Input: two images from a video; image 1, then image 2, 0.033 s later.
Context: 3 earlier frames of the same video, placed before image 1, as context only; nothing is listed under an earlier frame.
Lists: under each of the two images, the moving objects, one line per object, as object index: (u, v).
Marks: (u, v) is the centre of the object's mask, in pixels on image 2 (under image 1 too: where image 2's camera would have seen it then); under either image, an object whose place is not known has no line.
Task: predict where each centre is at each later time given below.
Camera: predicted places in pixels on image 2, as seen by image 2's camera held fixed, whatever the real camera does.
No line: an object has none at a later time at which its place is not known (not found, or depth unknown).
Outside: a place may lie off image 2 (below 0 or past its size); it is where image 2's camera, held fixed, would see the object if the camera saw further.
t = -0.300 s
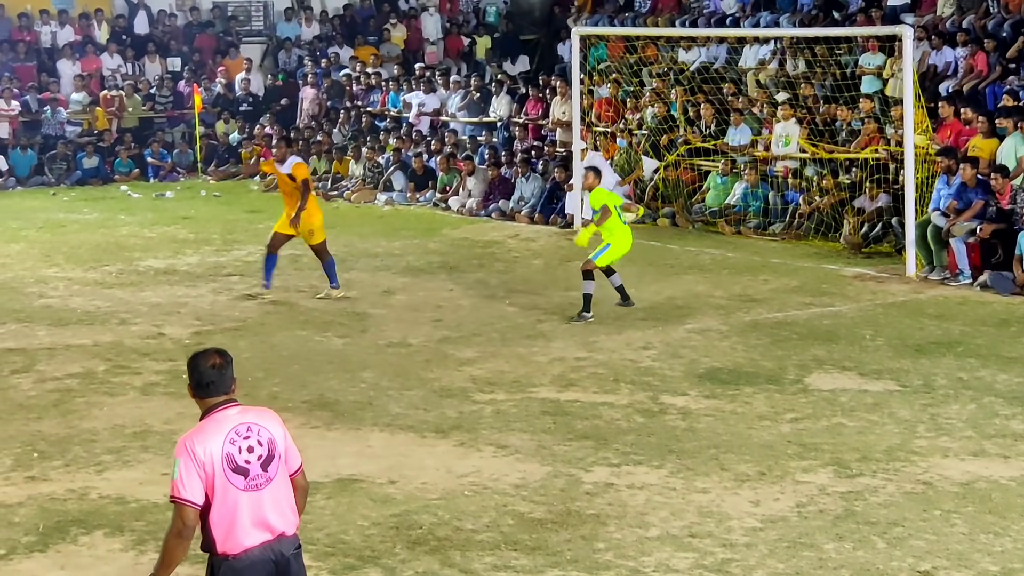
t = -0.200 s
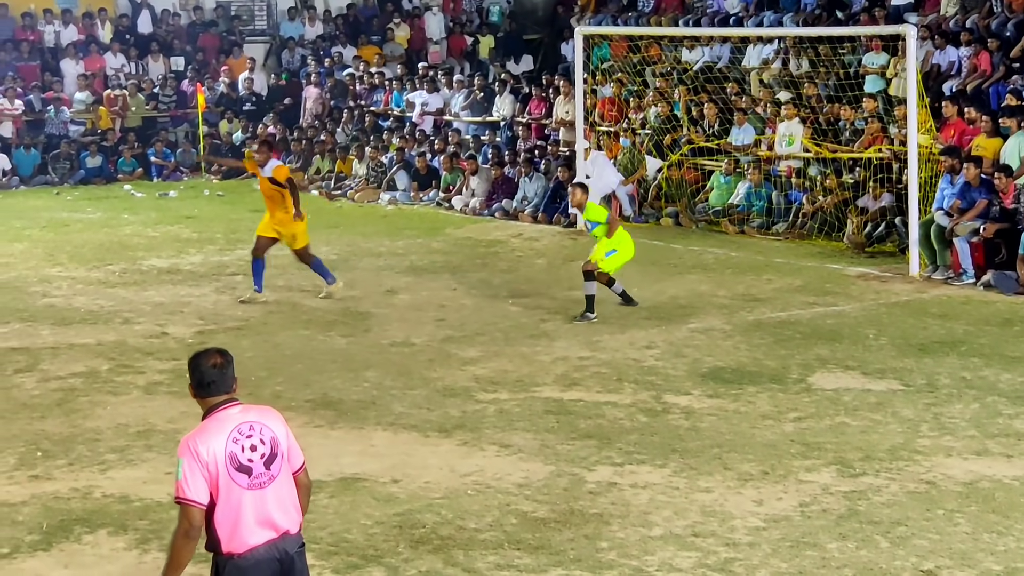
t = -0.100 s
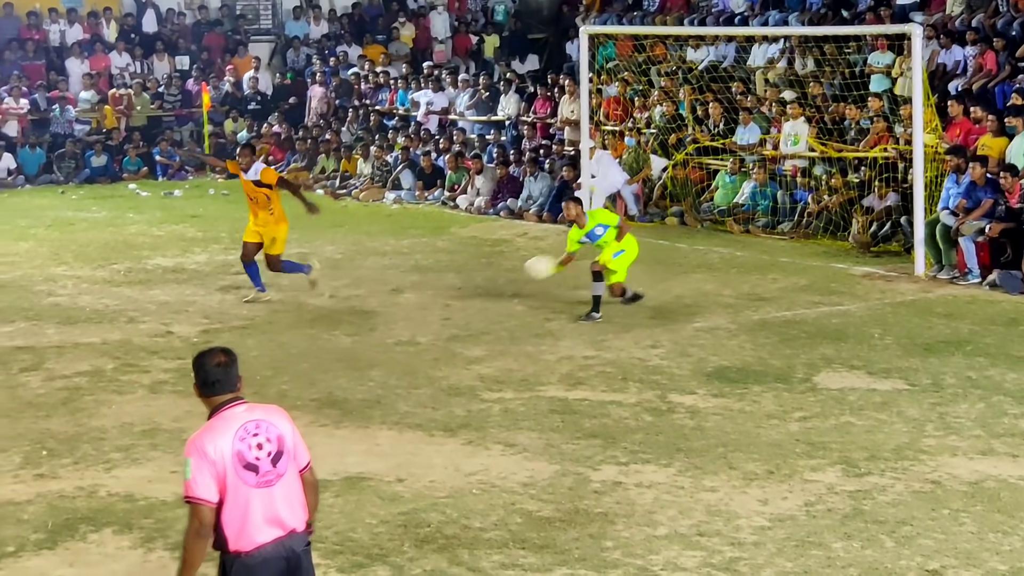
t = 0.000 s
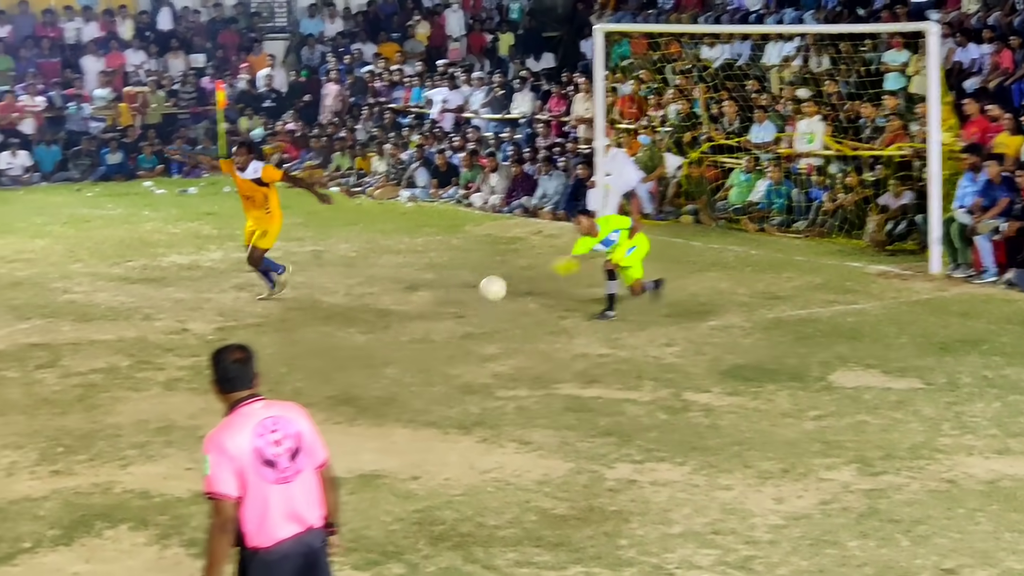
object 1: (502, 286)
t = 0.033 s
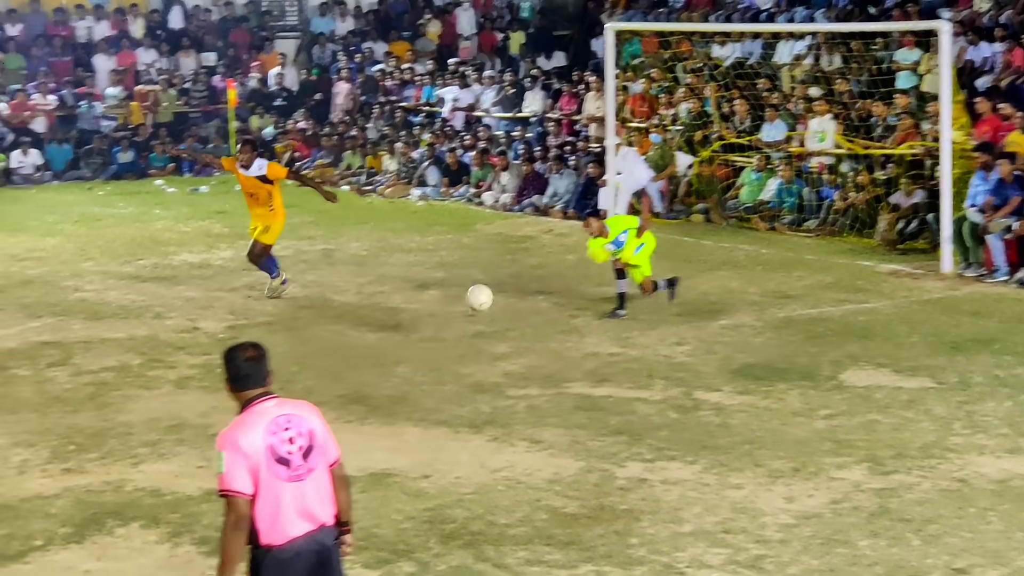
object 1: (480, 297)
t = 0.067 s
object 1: (460, 308)
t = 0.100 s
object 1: (440, 321)
